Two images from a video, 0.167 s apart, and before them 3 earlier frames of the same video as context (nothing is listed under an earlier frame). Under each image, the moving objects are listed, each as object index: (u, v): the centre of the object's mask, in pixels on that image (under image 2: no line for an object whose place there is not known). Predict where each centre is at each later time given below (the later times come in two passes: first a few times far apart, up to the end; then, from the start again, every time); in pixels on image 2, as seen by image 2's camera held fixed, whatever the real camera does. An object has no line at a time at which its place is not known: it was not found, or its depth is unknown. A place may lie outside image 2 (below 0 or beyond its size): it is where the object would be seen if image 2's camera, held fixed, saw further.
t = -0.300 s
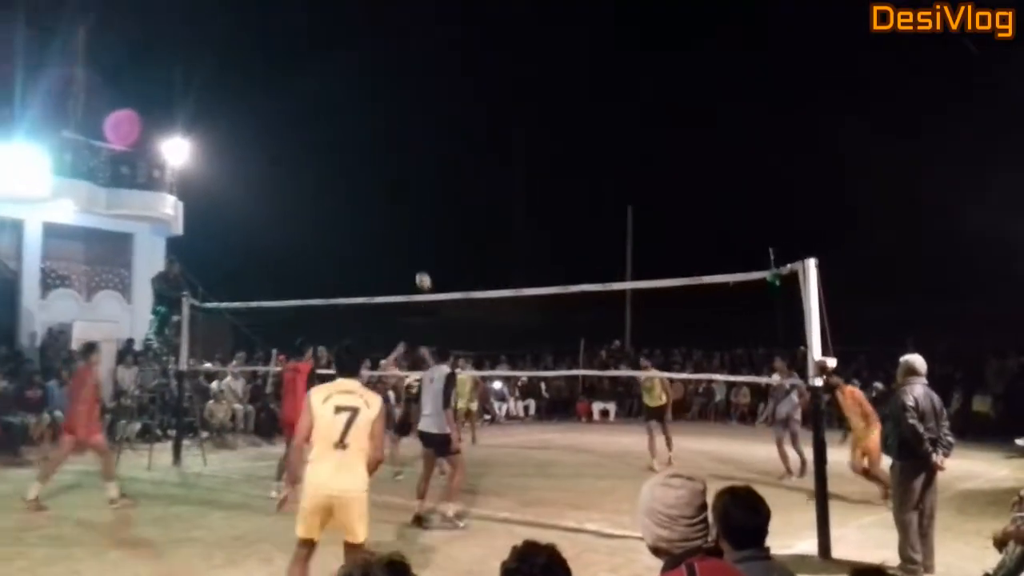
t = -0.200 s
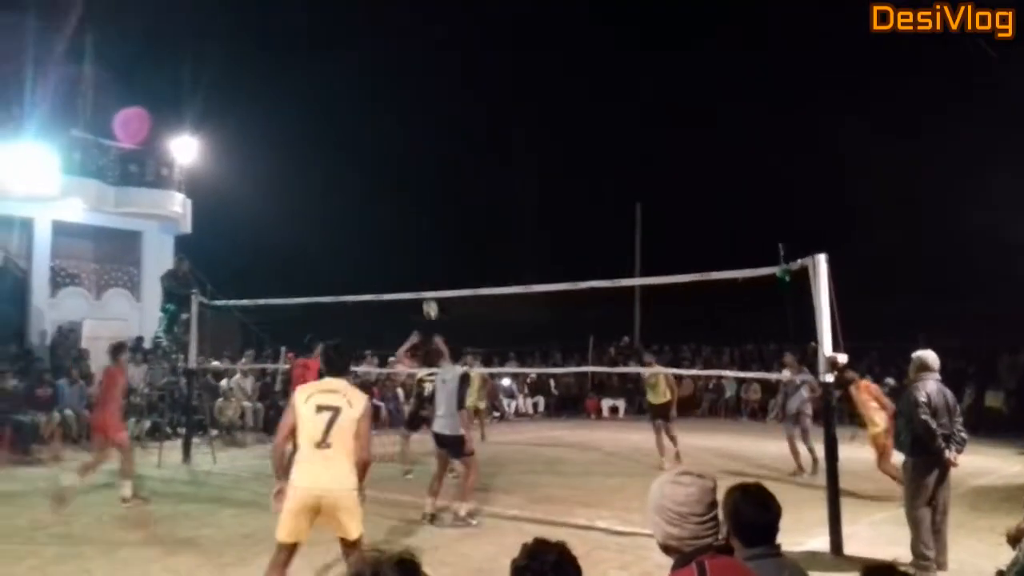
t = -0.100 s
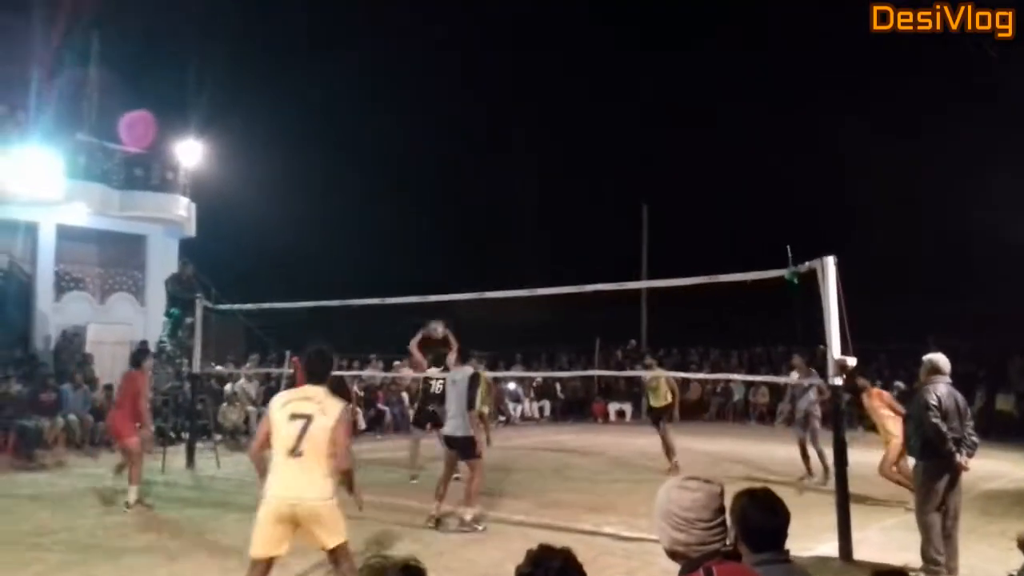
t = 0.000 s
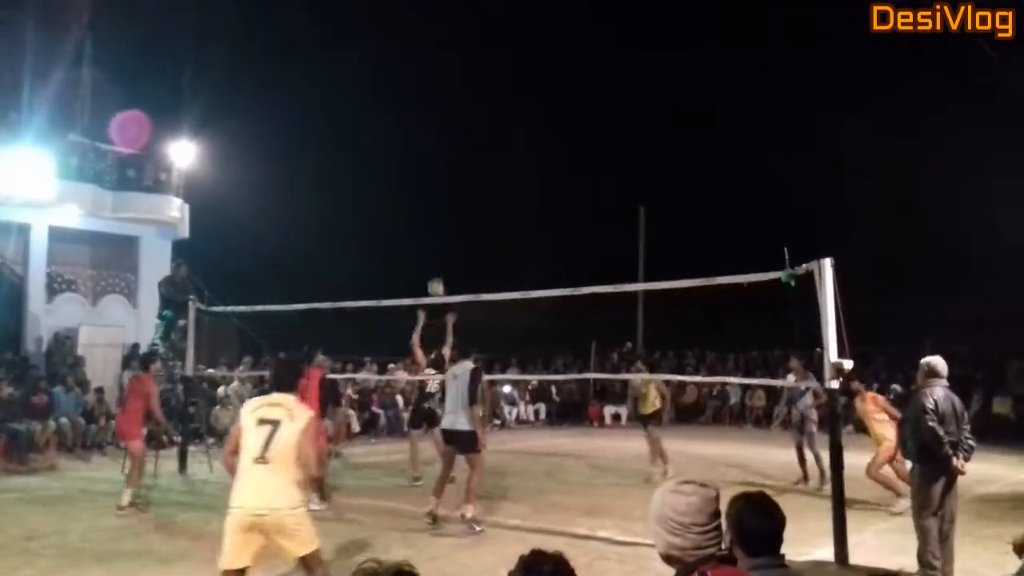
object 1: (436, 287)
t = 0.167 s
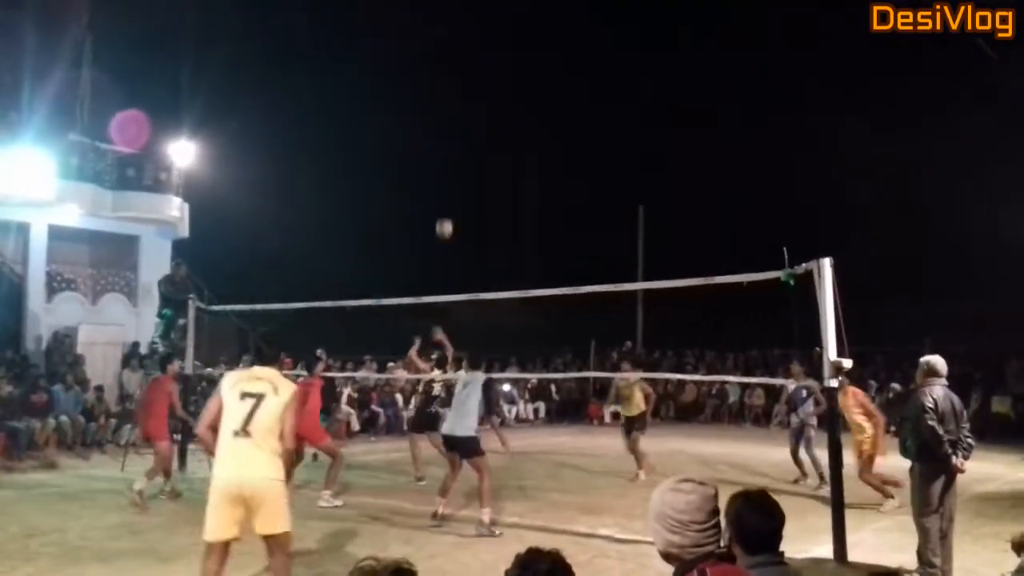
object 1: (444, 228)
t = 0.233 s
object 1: (447, 209)
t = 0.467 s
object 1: (459, 168)
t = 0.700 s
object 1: (472, 164)
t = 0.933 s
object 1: (484, 203)
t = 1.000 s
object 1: (487, 222)
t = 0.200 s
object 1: (445, 218)
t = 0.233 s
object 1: (447, 209)
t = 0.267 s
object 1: (449, 201)
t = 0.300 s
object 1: (451, 194)
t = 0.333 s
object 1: (453, 187)
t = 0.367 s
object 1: (454, 181)
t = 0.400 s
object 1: (456, 176)
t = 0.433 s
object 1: (457, 171)
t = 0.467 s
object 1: (459, 168)
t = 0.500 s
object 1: (462, 164)
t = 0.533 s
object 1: (465, 162)
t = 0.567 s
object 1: (466, 161)
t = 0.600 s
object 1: (467, 160)
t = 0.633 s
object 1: (468, 161)
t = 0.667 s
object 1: (470, 162)
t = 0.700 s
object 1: (472, 164)
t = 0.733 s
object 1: (474, 167)
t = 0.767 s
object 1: (475, 171)
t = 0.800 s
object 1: (477, 176)
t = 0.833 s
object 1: (479, 181)
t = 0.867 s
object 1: (480, 187)
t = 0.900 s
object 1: (482, 194)
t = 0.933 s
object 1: (484, 203)
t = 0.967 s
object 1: (486, 212)
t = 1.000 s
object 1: (487, 222)
